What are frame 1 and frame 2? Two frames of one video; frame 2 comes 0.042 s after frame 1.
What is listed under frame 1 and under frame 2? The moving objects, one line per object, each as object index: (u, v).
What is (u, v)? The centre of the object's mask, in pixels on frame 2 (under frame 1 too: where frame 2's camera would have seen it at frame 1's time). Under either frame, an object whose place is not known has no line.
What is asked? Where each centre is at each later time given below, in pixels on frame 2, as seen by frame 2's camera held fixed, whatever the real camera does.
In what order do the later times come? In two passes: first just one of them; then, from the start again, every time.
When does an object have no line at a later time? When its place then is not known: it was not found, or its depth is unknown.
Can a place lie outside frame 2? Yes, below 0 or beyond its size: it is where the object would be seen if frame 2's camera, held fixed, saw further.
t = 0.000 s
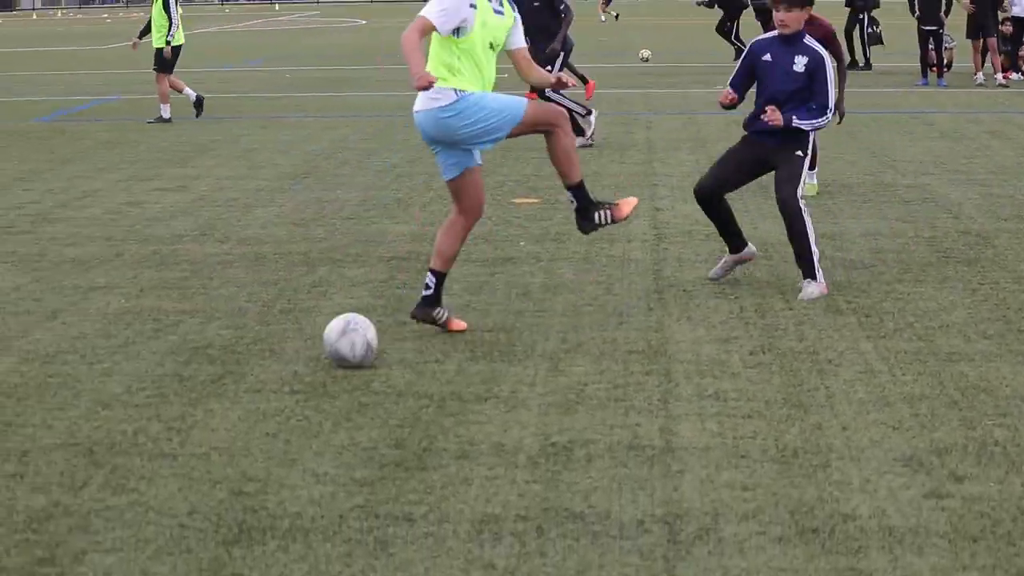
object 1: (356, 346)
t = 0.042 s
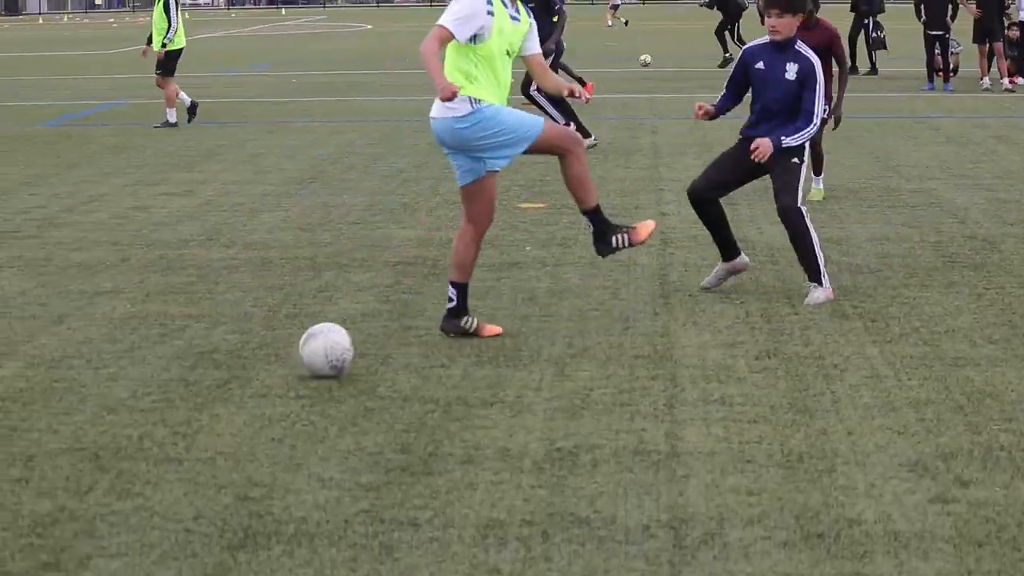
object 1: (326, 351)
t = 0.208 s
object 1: (203, 374)
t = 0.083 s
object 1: (295, 356)
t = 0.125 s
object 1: (263, 363)
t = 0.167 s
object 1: (232, 366)
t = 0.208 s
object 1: (203, 374)
